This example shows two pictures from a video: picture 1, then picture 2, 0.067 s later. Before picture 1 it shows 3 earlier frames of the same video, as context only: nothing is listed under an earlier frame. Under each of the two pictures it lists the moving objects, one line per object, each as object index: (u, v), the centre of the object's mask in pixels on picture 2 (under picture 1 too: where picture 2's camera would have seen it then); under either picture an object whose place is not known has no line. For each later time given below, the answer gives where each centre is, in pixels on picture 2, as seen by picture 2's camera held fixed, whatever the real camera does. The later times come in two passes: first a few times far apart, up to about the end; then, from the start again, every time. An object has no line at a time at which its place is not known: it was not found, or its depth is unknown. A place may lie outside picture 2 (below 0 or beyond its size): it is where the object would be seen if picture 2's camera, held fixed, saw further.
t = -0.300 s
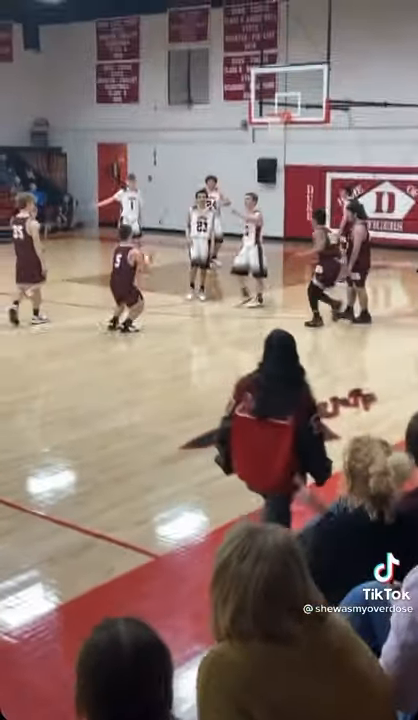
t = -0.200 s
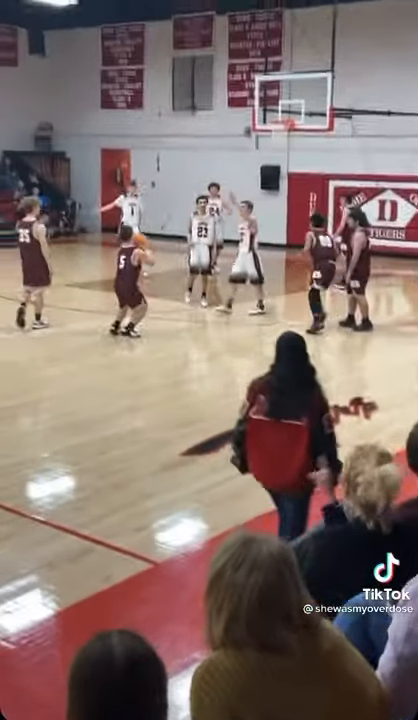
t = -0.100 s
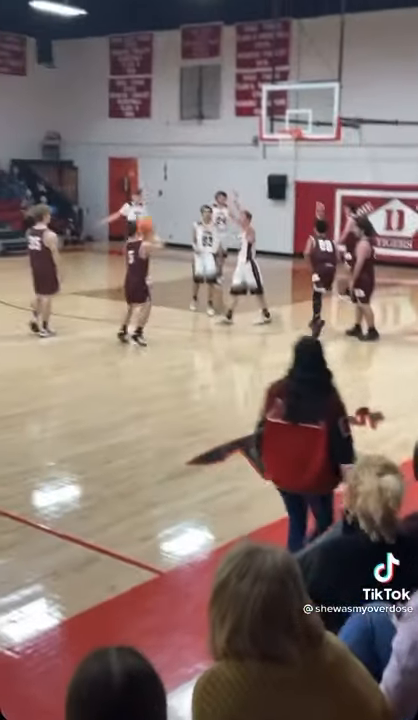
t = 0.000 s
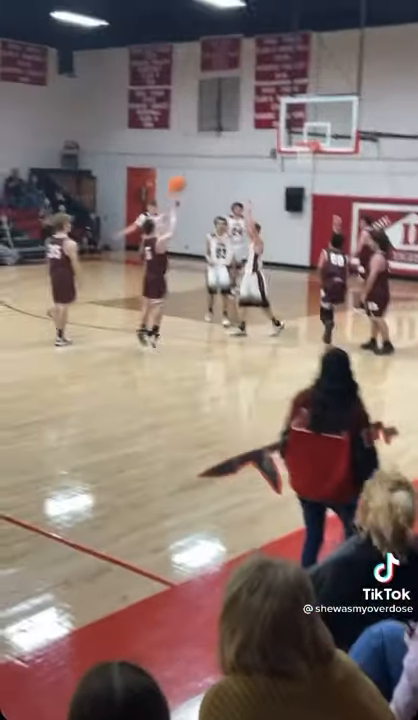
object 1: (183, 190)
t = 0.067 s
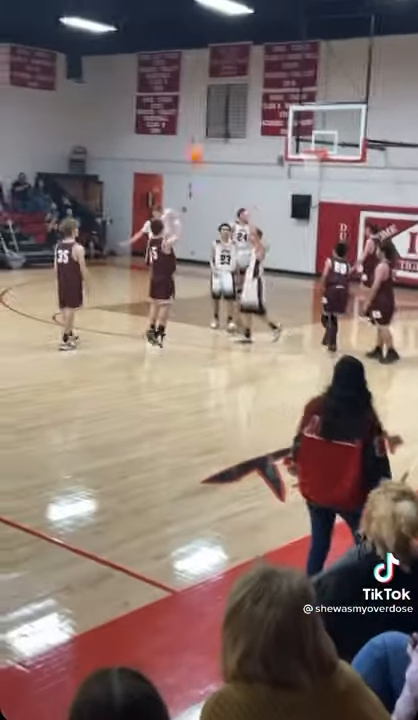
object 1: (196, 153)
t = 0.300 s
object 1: (227, 74)
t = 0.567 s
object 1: (257, 36)
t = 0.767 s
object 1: (275, 36)
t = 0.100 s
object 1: (200, 142)
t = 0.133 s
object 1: (206, 127)
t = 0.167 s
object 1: (211, 114)
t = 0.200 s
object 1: (215, 103)
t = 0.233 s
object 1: (219, 93)
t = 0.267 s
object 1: (224, 82)
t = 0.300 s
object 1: (227, 74)
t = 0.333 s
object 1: (232, 67)
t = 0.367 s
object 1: (236, 61)
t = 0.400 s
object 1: (239, 54)
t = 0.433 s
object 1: (243, 49)
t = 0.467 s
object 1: (247, 44)
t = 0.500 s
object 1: (251, 40)
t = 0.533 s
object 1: (254, 37)
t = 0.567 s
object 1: (257, 36)
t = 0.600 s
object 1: (260, 35)
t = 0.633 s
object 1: (263, 34)
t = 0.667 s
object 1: (267, 34)
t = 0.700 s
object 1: (270, 33)
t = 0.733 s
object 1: (273, 35)
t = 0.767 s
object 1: (275, 36)
